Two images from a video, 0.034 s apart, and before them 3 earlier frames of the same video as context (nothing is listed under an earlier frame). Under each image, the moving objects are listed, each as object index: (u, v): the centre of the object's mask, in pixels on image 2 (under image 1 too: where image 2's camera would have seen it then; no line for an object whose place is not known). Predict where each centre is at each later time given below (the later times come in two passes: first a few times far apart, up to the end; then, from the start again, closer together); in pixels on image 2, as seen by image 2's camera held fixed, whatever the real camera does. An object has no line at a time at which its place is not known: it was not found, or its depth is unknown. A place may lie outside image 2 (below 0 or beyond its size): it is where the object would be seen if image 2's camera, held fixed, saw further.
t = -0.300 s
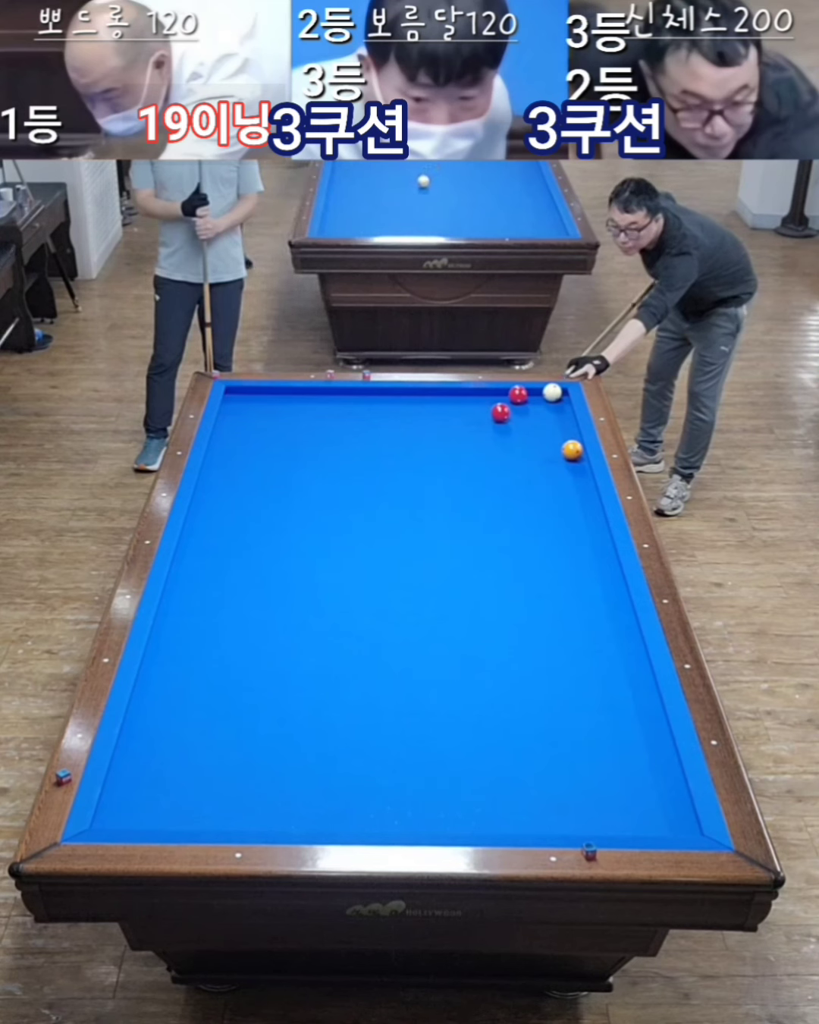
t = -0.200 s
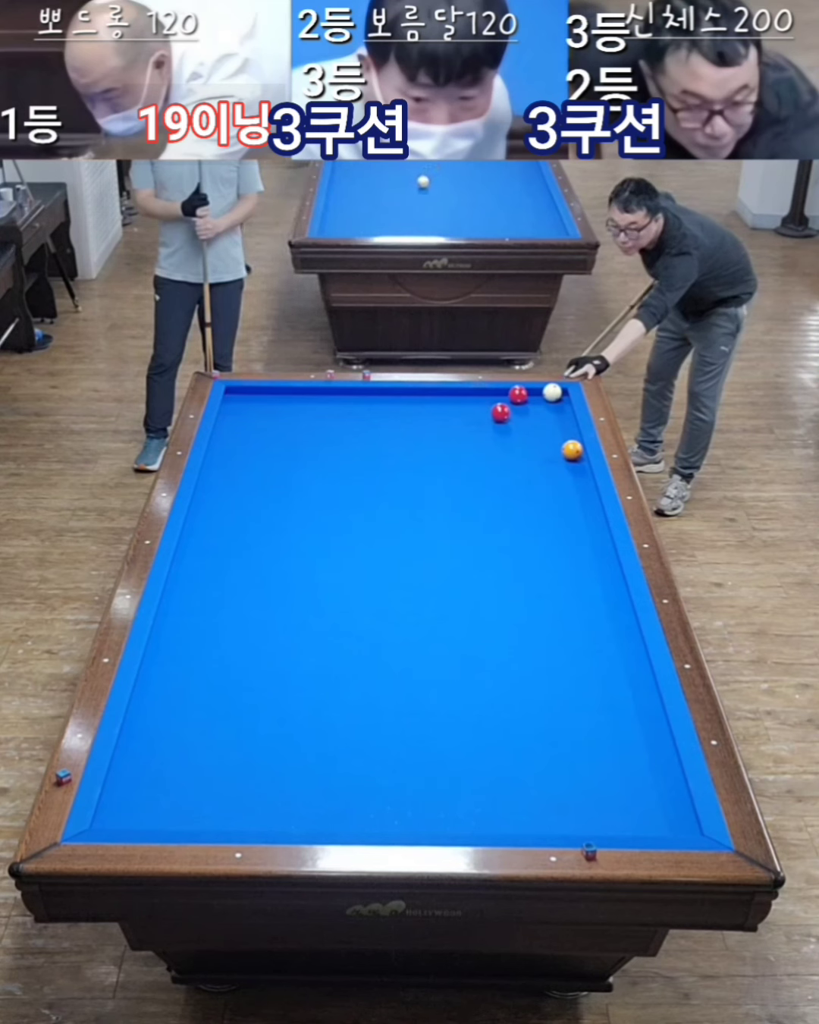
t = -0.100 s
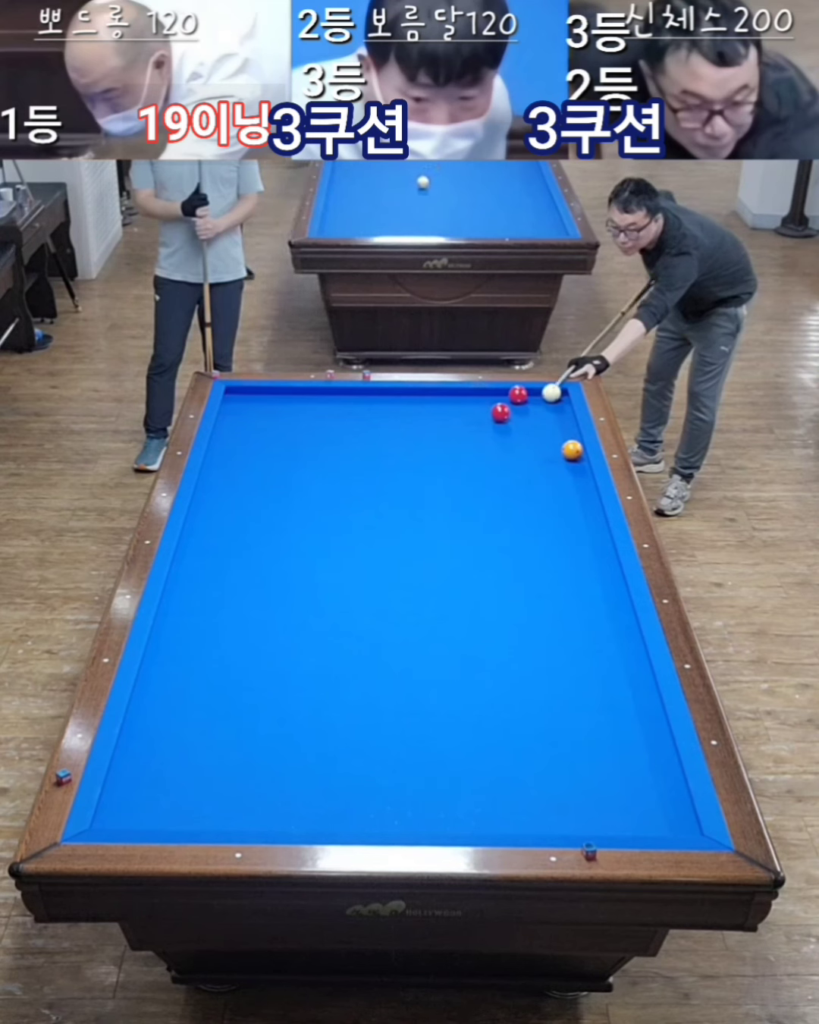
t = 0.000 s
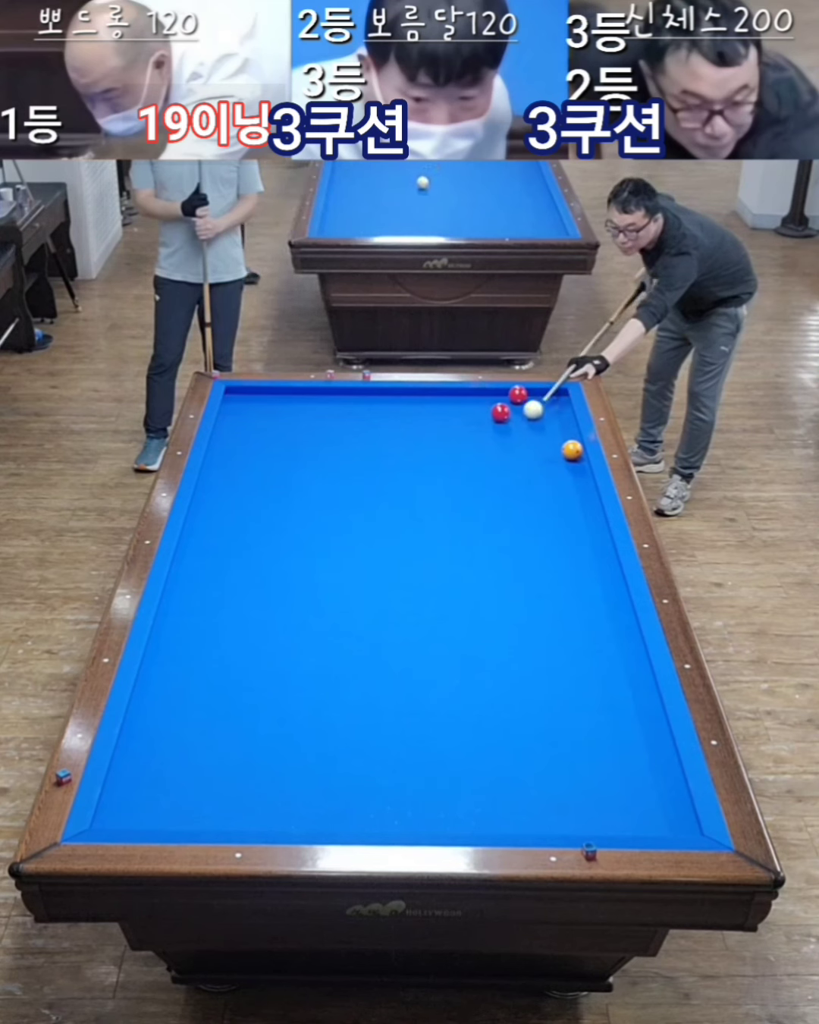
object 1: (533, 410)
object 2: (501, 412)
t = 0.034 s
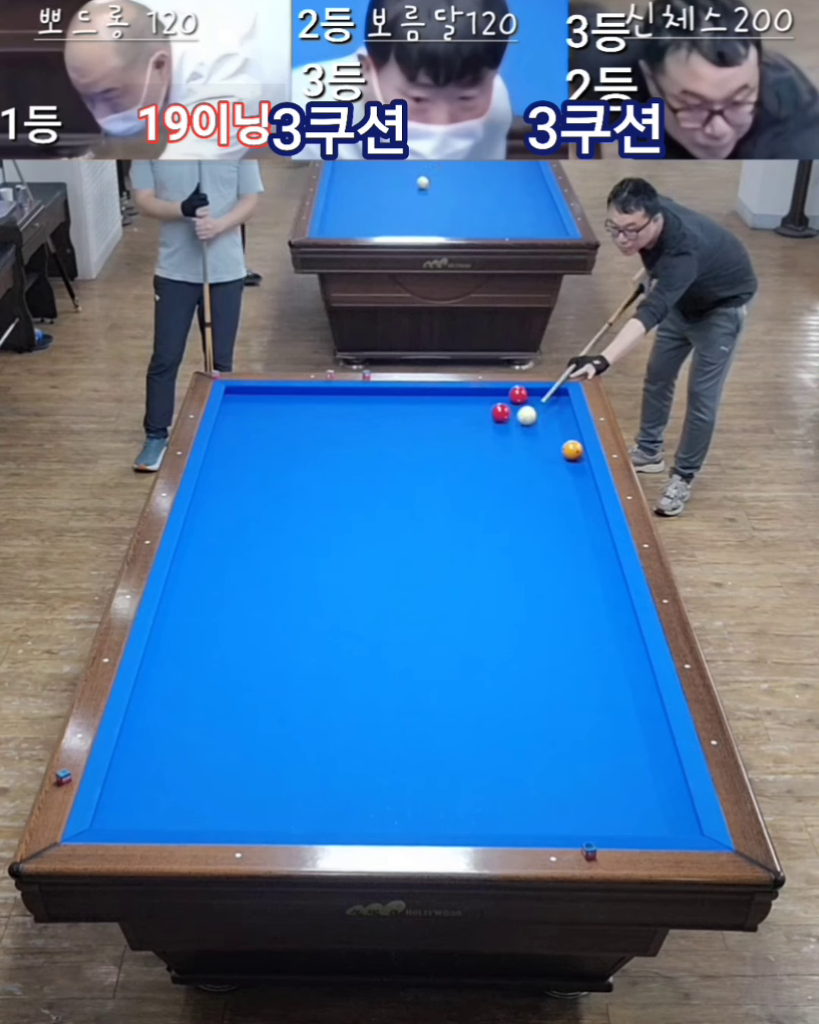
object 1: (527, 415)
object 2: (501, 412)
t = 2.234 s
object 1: (315, 680)
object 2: (501, 412)
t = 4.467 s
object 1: (558, 457)
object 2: (501, 412)
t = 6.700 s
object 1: (469, 409)
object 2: (482, 401)
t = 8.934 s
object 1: (440, 408)
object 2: (487, 408)
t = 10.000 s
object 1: (440, 408)
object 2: (486, 408)
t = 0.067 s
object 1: (520, 421)
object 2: (501, 412)
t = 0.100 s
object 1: (514, 427)
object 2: (501, 412)
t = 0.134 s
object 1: (507, 433)
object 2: (501, 412)
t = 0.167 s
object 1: (500, 440)
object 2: (501, 412)
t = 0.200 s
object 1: (493, 446)
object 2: (501, 412)
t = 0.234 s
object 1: (486, 453)
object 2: (501, 412)
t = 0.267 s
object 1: (479, 459)
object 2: (501, 412)
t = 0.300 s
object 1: (471, 466)
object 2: (501, 412)
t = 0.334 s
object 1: (464, 473)
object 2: (501, 412)
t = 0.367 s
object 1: (456, 480)
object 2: (501, 412)
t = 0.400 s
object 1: (448, 487)
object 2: (501, 412)
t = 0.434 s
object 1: (440, 494)
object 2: (501, 412)
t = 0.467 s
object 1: (432, 502)
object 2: (501, 412)
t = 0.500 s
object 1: (423, 510)
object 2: (501, 412)
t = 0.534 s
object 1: (415, 517)
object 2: (501, 412)
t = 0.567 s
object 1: (406, 525)
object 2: (501, 412)
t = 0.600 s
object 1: (397, 533)
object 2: (501, 412)
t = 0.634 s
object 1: (388, 542)
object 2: (501, 412)
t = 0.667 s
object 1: (378, 550)
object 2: (501, 412)
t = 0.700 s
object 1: (369, 559)
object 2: (501, 412)
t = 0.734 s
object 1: (359, 568)
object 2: (501, 412)
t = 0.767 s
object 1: (349, 577)
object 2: (501, 412)
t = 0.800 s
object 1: (339, 587)
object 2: (501, 412)
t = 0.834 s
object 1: (328, 596)
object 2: (501, 412)
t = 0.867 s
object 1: (318, 606)
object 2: (501, 412)
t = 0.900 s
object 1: (307, 616)
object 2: (501, 412)
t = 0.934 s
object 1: (295, 626)
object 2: (501, 412)
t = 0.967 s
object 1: (284, 637)
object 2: (501, 412)
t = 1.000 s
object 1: (272, 648)
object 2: (501, 412)
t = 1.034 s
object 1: (260, 658)
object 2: (501, 412)
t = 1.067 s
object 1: (247, 670)
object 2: (501, 412)
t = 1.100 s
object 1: (234, 681)
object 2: (501, 412)
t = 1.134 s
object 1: (222, 694)
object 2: (501, 412)
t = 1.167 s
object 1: (208, 706)
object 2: (501, 412)
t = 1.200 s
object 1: (194, 718)
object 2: (501, 412)
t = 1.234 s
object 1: (180, 731)
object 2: (501, 412)
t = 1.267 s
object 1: (165, 744)
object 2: (501, 412)
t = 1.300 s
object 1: (150, 758)
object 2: (501, 412)
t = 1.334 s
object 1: (135, 772)
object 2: (501, 412)
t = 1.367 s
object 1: (119, 786)
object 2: (501, 412)
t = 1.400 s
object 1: (121, 799)
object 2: (501, 412)
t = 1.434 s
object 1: (126, 811)
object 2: (501, 412)
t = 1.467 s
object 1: (130, 819)
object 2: (501, 412)
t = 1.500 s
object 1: (141, 813)
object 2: (501, 412)
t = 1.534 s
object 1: (152, 805)
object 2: (501, 412)
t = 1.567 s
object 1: (162, 796)
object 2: (501, 412)
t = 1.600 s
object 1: (172, 788)
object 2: (501, 412)
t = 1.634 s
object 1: (181, 781)
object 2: (501, 412)
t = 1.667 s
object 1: (189, 775)
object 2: (501, 412)
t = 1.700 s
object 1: (197, 768)
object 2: (501, 412)
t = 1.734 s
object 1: (206, 762)
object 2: (501, 412)
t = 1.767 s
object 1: (214, 756)
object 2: (501, 412)
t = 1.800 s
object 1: (222, 750)
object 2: (501, 412)
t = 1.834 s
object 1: (230, 744)
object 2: (501, 412)
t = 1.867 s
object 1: (238, 739)
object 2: (501, 412)
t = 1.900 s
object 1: (245, 733)
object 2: (501, 412)
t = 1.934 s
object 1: (252, 727)
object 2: (501, 412)
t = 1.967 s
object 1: (260, 722)
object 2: (501, 412)
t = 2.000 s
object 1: (267, 716)
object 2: (501, 412)
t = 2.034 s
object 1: (274, 711)
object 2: (501, 412)
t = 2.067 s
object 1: (281, 706)
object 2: (501, 412)
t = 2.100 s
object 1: (288, 700)
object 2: (501, 412)
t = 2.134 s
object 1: (295, 695)
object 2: (501, 412)
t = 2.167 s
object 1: (302, 690)
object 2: (501, 412)
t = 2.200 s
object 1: (309, 685)
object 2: (501, 412)
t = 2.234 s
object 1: (315, 680)
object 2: (501, 412)
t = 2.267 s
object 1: (322, 675)
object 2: (501, 412)
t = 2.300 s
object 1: (328, 671)
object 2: (501, 412)
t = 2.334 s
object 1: (335, 666)
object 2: (501, 412)
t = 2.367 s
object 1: (341, 661)
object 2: (501, 412)
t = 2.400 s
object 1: (347, 656)
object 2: (501, 412)
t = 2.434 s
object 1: (353, 652)
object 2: (501, 412)
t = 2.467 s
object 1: (359, 647)
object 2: (501, 412)
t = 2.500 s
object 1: (365, 643)
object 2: (501, 412)
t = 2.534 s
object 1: (371, 638)
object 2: (501, 412)
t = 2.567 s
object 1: (377, 634)
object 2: (501, 412)
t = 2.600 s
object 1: (383, 630)
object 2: (501, 412)
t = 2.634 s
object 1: (388, 625)
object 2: (501, 412)
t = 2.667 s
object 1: (394, 621)
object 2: (501, 412)
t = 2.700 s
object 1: (399, 617)
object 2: (501, 412)
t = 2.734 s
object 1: (405, 613)
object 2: (501, 412)
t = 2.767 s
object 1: (410, 609)
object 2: (501, 412)
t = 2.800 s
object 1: (415, 605)
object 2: (501, 412)
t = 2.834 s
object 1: (421, 601)
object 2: (501, 412)
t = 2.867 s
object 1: (426, 597)
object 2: (501, 412)
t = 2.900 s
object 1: (431, 594)
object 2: (501, 412)
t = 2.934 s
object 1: (436, 590)
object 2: (501, 412)
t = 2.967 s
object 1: (441, 586)
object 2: (501, 412)
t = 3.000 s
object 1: (446, 582)
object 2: (501, 412)
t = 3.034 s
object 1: (451, 579)
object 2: (501, 412)
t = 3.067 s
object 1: (456, 575)
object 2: (501, 412)
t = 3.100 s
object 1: (461, 571)
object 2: (501, 412)
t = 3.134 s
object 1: (465, 568)
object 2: (501, 412)
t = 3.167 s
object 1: (470, 564)
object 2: (501, 412)
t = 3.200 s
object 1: (474, 561)
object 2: (501, 412)
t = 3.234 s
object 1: (479, 557)
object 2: (501, 412)
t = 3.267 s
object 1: (483, 554)
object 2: (501, 412)
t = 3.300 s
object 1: (488, 551)
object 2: (501, 412)
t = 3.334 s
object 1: (492, 547)
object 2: (501, 412)
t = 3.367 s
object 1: (497, 544)
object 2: (501, 412)
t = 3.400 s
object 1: (501, 541)
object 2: (501, 412)
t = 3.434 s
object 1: (505, 537)
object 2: (501, 412)
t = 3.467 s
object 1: (509, 534)
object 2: (501, 412)
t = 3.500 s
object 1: (513, 531)
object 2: (501, 412)
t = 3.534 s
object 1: (518, 528)
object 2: (501, 412)
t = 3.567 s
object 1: (522, 525)
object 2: (501, 412)
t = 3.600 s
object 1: (526, 522)
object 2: (501, 412)
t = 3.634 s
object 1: (530, 519)
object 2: (501, 412)
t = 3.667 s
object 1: (534, 516)
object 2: (501, 412)
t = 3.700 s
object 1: (538, 513)
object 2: (501, 412)
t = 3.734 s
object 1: (541, 510)
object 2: (501, 412)
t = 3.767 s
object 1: (545, 507)
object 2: (501, 412)
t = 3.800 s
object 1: (549, 504)
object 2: (501, 412)
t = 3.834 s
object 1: (553, 501)
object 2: (501, 412)
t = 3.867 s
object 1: (556, 499)
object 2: (501, 412)
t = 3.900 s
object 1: (560, 496)
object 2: (501, 412)
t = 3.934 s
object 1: (564, 493)
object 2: (501, 412)
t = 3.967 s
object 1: (567, 490)
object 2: (501, 412)
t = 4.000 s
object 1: (571, 488)
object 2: (501, 412)
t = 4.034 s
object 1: (574, 485)
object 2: (501, 412)
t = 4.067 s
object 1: (578, 483)
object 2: (501, 412)
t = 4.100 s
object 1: (581, 480)
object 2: (501, 412)
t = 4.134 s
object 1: (584, 477)
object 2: (501, 412)
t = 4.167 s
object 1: (581, 475)
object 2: (501, 412)
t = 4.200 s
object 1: (578, 473)
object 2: (501, 412)
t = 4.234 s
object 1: (576, 471)
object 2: (501, 412)
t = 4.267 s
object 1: (573, 469)
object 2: (501, 412)
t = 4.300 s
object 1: (570, 467)
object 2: (501, 412)
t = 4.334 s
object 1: (568, 465)
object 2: (501, 412)
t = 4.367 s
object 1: (565, 463)
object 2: (501, 412)
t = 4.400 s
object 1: (562, 461)
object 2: (501, 412)
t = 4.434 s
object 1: (560, 459)
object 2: (501, 412)
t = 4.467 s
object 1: (558, 457)
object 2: (501, 412)
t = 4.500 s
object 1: (555, 456)
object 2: (501, 412)
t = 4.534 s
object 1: (553, 454)
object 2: (501, 412)
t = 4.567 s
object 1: (550, 452)
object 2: (501, 412)
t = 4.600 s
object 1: (548, 450)
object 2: (501, 412)
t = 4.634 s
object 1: (545, 448)
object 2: (501, 412)
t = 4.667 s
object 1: (543, 446)
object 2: (501, 412)
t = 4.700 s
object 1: (541, 445)
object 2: (501, 412)
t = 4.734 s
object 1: (539, 443)
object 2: (501, 412)
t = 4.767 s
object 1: (536, 441)
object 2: (501, 412)
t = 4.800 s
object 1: (534, 439)
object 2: (501, 412)
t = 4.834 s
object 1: (532, 438)
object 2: (501, 412)
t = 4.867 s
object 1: (530, 436)
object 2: (501, 412)
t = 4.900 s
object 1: (527, 434)
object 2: (501, 412)
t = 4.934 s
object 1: (525, 433)
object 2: (501, 412)
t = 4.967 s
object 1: (523, 431)
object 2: (501, 412)
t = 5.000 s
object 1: (521, 429)
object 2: (501, 412)
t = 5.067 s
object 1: (516, 426)
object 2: (501, 412)
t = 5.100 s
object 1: (514, 425)
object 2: (500, 412)
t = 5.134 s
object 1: (512, 423)
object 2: (500, 411)
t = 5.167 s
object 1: (510, 421)
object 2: (499, 411)
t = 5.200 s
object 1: (508, 420)
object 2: (499, 410)
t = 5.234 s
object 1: (506, 419)
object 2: (498, 409)
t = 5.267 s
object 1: (505, 419)
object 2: (497, 408)
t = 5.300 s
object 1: (504, 419)
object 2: (497, 407)
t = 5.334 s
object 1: (503, 419)
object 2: (496, 406)
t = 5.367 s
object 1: (502, 418)
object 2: (496, 405)
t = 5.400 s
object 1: (501, 418)
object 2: (495, 404)
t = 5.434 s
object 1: (500, 418)
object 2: (495, 403)
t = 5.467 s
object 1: (499, 417)
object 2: (494, 403)
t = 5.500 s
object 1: (498, 417)
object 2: (494, 402)
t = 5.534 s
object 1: (497, 417)
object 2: (493, 401)
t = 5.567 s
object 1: (496, 417)
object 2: (493, 400)
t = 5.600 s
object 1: (495, 416)
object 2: (492, 400)
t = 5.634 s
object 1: (494, 416)
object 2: (492, 399)
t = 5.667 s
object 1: (493, 416)
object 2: (491, 398)
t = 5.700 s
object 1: (492, 415)
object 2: (490, 398)
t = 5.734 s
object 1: (491, 415)
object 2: (489, 397)
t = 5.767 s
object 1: (490, 415)
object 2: (489, 396)
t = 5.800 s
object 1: (489, 415)
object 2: (488, 395)
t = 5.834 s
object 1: (488, 414)
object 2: (487, 394)
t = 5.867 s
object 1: (488, 414)
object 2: (487, 394)
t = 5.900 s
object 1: (487, 414)
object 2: (486, 393)
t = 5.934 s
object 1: (486, 414)
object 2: (486, 393)
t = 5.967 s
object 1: (485, 413)
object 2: (485, 393)
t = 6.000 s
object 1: (484, 413)
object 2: (485, 393)
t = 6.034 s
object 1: (483, 413)
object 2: (485, 393)
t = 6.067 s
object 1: (483, 413)
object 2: (485, 394)
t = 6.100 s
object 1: (482, 413)
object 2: (485, 394)
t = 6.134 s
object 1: (481, 413)
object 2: (484, 394)
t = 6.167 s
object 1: (480, 412)
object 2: (484, 395)
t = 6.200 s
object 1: (480, 412)
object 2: (484, 395)
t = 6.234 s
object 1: (479, 412)
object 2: (484, 395)
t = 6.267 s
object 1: (478, 412)
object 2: (484, 395)
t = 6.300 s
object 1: (477, 411)
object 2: (484, 396)
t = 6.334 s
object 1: (477, 411)
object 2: (484, 396)
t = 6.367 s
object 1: (476, 411)
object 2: (484, 397)
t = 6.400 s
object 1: (475, 411)
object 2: (484, 397)
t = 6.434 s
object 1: (474, 411)
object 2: (483, 398)
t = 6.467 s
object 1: (474, 411)
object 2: (483, 398)
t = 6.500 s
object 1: (473, 410)
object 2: (483, 398)
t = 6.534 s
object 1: (472, 410)
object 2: (483, 399)
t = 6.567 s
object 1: (472, 410)
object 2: (483, 399)
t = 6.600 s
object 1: (471, 410)
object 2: (483, 400)
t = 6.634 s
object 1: (471, 410)
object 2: (483, 400)
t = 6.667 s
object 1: (470, 410)
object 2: (483, 401)
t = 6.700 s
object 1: (469, 409)
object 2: (482, 401)
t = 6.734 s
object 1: (469, 409)
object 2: (482, 402)
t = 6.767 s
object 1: (468, 409)
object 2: (482, 402)
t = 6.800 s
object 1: (468, 409)
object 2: (482, 403)
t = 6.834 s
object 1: (467, 409)
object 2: (482, 403)
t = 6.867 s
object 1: (466, 409)
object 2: (481, 403)
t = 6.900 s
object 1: (466, 409)
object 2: (482, 404)
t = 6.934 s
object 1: (465, 409)
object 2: (482, 404)
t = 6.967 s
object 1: (464, 409)
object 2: (482, 404)
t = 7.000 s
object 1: (463, 409)
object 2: (482, 404)
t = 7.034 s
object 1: (463, 409)
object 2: (482, 405)
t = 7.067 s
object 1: (462, 409)
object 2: (482, 405)
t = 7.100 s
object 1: (461, 409)
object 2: (482, 405)
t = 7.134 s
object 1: (460, 409)
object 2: (483, 405)
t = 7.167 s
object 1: (459, 409)
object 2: (483, 405)
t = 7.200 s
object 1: (459, 409)
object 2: (483, 406)
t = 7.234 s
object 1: (458, 409)
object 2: (483, 406)
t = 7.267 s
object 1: (457, 409)
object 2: (484, 406)
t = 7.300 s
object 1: (457, 409)
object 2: (484, 406)
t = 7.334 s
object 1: (456, 409)
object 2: (484, 406)
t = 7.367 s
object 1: (455, 409)
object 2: (484, 406)
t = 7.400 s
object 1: (455, 409)
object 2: (484, 406)
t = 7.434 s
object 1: (454, 409)
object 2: (484, 406)
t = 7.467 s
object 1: (454, 409)
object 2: (485, 407)
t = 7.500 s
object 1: (453, 409)
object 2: (485, 407)
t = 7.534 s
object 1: (452, 409)
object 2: (485, 407)
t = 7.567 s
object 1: (452, 409)
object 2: (485, 407)
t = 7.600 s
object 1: (451, 409)
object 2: (485, 407)
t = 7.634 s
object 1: (451, 409)
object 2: (485, 407)
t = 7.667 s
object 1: (450, 409)
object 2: (485, 407)
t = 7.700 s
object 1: (450, 409)
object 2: (485, 407)
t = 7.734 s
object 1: (449, 409)
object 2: (485, 407)
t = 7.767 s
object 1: (449, 409)
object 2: (485, 407)
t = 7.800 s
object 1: (448, 409)
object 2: (485, 407)
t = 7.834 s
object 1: (448, 409)
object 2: (485, 407)
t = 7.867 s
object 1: (448, 409)
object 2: (485, 407)
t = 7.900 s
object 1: (447, 409)
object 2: (486, 407)
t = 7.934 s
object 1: (447, 409)
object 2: (486, 407)
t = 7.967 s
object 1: (446, 409)
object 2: (486, 408)
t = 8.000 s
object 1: (446, 409)
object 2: (486, 408)
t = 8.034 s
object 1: (446, 408)
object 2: (486, 408)
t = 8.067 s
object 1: (445, 408)
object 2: (486, 408)
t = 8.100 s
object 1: (445, 408)
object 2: (486, 408)
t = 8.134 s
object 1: (444, 408)
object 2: (486, 408)
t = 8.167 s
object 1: (444, 408)
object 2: (486, 408)
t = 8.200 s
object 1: (444, 408)
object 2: (486, 408)
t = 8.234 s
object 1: (443, 408)
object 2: (486, 408)
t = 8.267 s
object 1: (443, 408)
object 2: (486, 408)
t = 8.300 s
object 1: (443, 408)
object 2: (486, 408)
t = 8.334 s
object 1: (443, 408)
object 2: (486, 408)
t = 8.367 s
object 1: (442, 408)
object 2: (486, 408)
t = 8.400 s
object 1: (442, 408)
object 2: (486, 408)
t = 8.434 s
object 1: (442, 408)
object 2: (486, 408)
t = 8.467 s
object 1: (442, 408)
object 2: (486, 408)
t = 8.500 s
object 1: (441, 408)
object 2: (486, 408)
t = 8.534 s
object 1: (441, 408)
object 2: (486, 408)
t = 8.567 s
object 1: (441, 408)
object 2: (487, 408)
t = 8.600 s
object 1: (441, 408)
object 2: (487, 408)
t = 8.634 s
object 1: (441, 408)
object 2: (487, 408)
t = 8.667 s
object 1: (441, 408)
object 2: (487, 408)
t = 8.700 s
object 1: (441, 408)
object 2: (487, 408)
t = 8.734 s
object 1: (441, 408)
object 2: (487, 408)
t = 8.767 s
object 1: (441, 408)
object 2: (487, 408)
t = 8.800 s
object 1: (441, 408)
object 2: (487, 408)
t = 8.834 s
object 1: (440, 408)
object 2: (487, 408)
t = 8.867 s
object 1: (440, 408)
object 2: (487, 408)
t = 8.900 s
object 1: (440, 408)
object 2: (487, 408)
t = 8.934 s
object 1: (440, 408)
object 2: (487, 408)
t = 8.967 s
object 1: (440, 408)
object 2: (486, 408)
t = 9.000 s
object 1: (440, 408)
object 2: (486, 408)
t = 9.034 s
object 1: (440, 408)
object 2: (486, 408)
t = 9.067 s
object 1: (440, 408)
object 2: (486, 408)
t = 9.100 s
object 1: (440, 408)
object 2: (486, 408)
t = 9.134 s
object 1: (440, 408)
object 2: (486, 408)
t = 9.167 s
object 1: (440, 408)
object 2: (486, 408)
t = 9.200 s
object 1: (441, 408)
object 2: (486, 408)
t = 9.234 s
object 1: (441, 408)
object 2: (486, 408)
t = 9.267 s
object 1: (440, 408)
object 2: (486, 408)
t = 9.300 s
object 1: (440, 408)
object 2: (486, 408)
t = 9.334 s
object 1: (440, 408)
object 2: (486, 408)
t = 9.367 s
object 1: (440, 408)
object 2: (486, 408)
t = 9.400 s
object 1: (440, 408)
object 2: (486, 408)
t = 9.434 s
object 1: (440, 408)
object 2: (486, 408)
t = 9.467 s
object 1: (440, 408)
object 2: (486, 408)
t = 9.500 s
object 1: (440, 408)
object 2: (486, 408)
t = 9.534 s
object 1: (440, 408)
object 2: (486, 408)
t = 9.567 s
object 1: (440, 408)
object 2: (486, 408)
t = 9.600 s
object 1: (440, 408)
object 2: (486, 408)
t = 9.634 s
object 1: (440, 408)
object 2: (486, 408)
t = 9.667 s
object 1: (440, 408)
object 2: (486, 408)
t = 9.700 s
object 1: (440, 408)
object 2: (486, 408)
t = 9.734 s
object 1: (440, 408)
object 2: (486, 408)
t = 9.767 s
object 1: (440, 408)
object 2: (486, 408)
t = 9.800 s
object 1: (440, 408)
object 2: (486, 408)
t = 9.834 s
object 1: (440, 408)
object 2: (486, 408)
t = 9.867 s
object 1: (440, 408)
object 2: (486, 408)
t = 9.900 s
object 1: (440, 408)
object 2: (486, 408)
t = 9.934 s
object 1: (440, 408)
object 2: (486, 408)
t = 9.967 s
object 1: (440, 408)
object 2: (486, 408)
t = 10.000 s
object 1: (440, 408)
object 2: (486, 408)
